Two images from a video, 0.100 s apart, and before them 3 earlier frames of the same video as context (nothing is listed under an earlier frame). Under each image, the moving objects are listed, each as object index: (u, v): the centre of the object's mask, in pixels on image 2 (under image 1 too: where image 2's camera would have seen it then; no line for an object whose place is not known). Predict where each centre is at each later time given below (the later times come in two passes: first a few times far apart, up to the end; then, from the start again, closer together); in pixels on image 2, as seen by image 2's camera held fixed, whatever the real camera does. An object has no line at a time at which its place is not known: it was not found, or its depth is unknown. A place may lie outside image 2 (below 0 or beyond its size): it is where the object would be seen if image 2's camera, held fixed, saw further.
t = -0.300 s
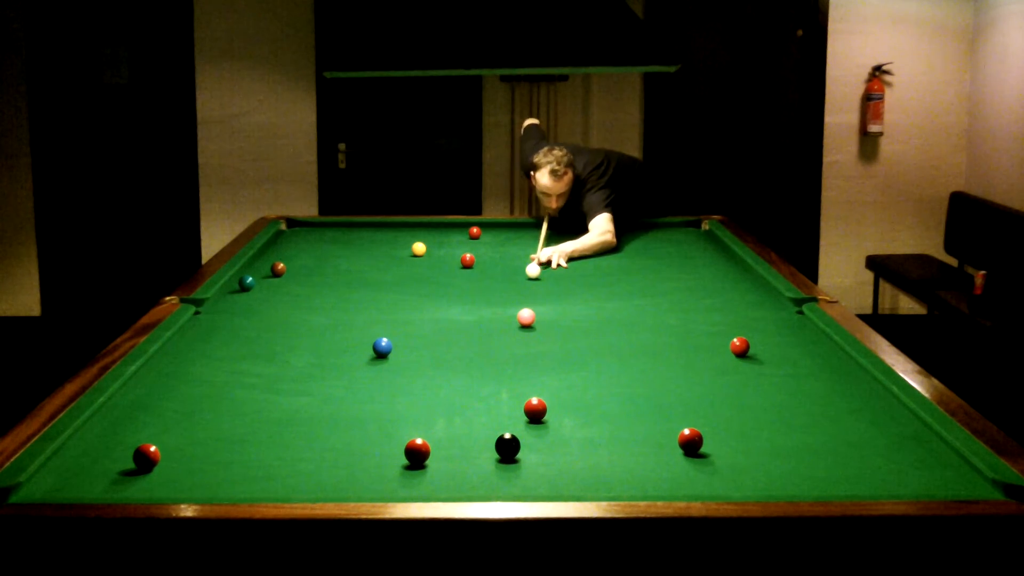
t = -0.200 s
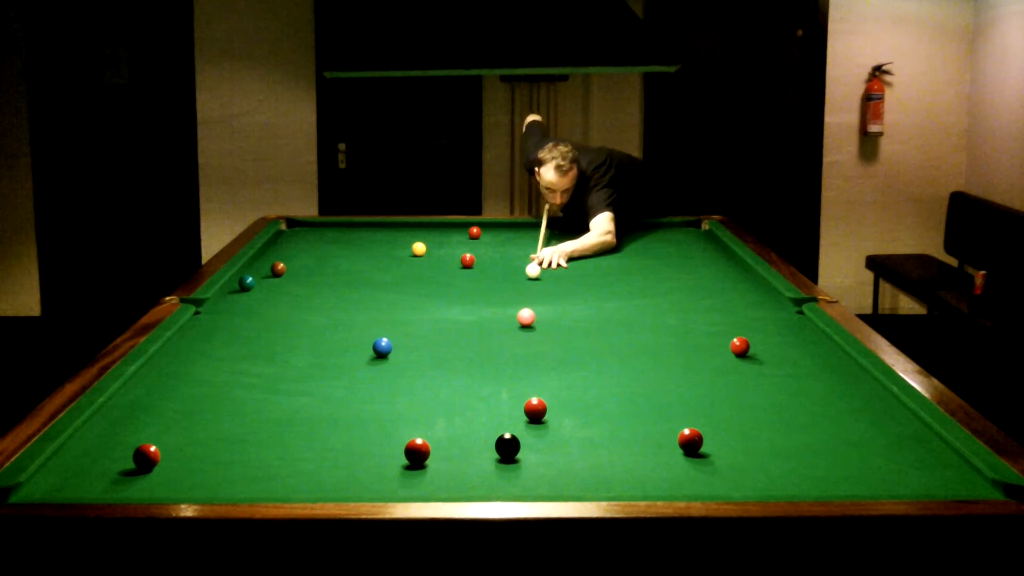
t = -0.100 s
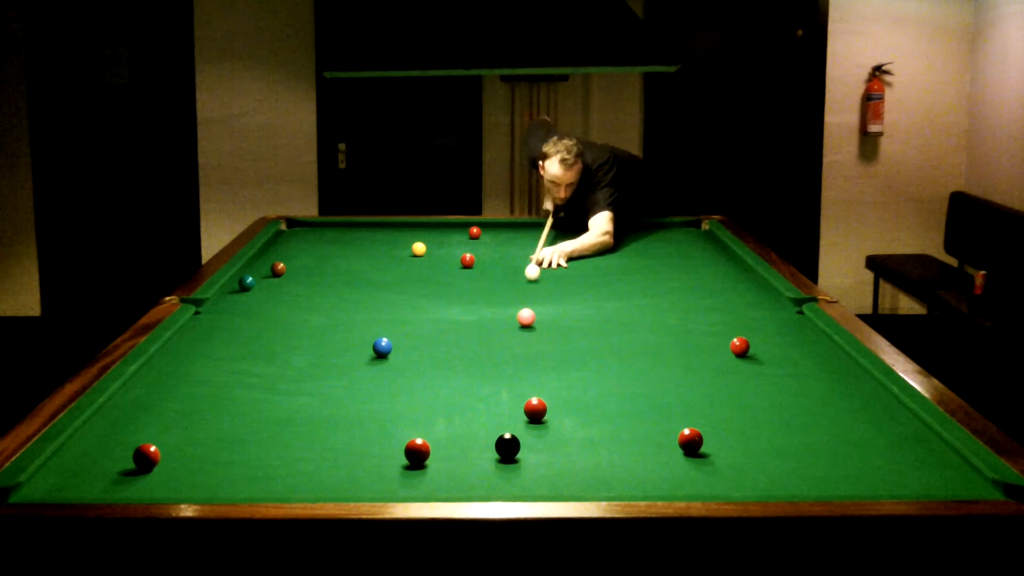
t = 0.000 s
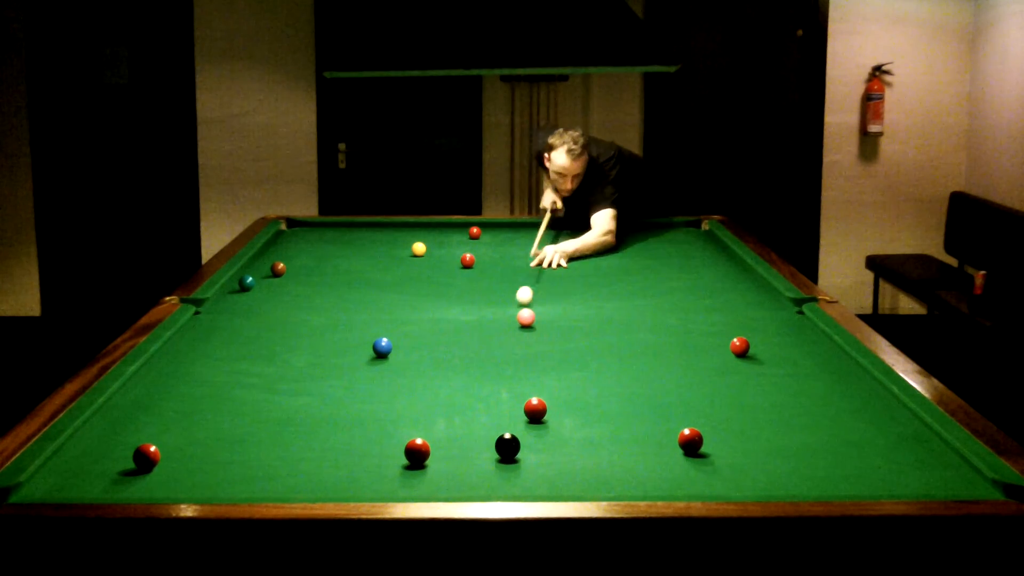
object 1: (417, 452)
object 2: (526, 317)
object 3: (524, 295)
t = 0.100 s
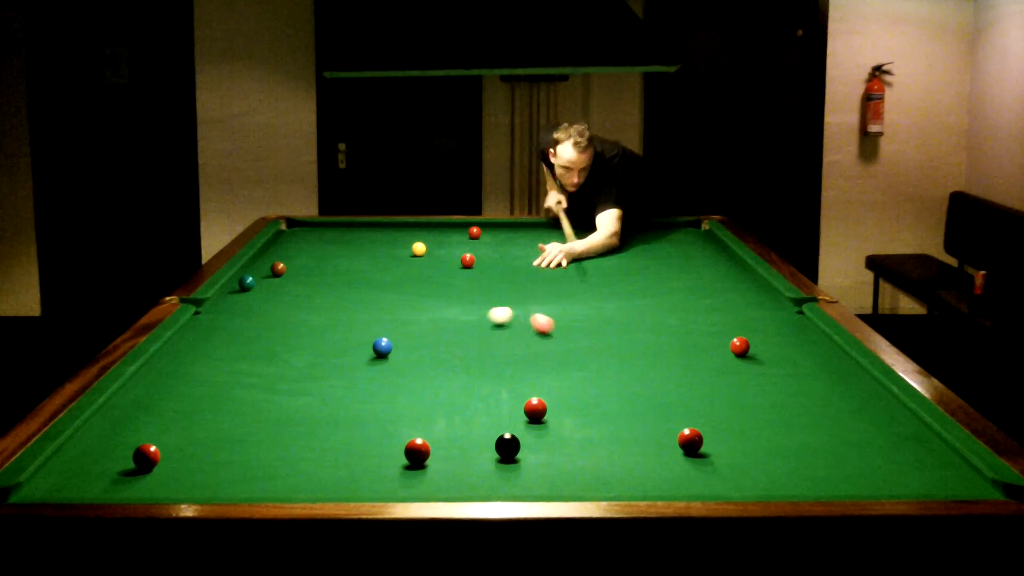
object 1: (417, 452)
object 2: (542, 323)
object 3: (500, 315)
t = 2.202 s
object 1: (397, 445)
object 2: (414, 459)
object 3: (466, 358)
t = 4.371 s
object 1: (213, 389)
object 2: (84, 488)
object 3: (771, 372)
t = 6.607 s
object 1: (171, 372)
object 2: (36, 487)
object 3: (856, 376)
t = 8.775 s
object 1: (171, 372)
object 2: (36, 487)
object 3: (856, 376)
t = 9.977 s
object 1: (171, 372)
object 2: (36, 487)
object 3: (855, 376)
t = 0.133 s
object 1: (417, 452)
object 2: (560, 330)
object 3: (481, 317)
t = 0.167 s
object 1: (417, 452)
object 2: (577, 337)
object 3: (463, 319)
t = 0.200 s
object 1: (417, 452)
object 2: (596, 344)
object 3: (445, 321)
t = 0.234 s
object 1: (417, 452)
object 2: (614, 352)
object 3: (428, 322)
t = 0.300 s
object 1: (417, 452)
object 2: (652, 366)
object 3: (397, 325)
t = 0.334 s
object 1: (417, 452)
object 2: (671, 374)
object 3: (381, 327)
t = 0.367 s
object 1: (417, 452)
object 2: (691, 382)
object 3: (366, 328)
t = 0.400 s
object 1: (417, 452)
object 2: (711, 390)
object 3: (351, 330)
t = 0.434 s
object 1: (417, 452)
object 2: (731, 398)
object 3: (335, 331)
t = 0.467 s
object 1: (417, 452)
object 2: (752, 406)
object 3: (320, 333)
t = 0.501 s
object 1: (417, 452)
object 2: (773, 415)
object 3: (305, 334)
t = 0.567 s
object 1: (417, 452)
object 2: (819, 433)
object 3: (273, 337)
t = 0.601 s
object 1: (417, 452)
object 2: (844, 443)
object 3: (257, 339)
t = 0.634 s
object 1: (417, 452)
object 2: (870, 453)
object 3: (241, 340)
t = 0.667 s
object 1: (417, 452)
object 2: (897, 464)
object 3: (225, 341)
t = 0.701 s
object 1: (417, 452)
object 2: (925, 475)
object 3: (209, 343)
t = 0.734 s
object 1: (417, 452)
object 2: (954, 483)
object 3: (192, 345)
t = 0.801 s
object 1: (417, 452)
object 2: (993, 485)
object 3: (175, 347)
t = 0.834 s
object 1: (417, 452)
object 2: (974, 484)
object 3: (186, 347)
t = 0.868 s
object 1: (417, 452)
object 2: (954, 482)
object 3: (197, 347)
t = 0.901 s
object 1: (417, 452)
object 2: (937, 482)
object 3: (206, 348)
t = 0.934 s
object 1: (417, 452)
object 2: (921, 481)
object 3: (215, 348)
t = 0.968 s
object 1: (417, 452)
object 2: (905, 481)
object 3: (223, 348)
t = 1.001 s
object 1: (417, 452)
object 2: (889, 481)
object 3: (230, 348)
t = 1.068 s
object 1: (417, 452)
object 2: (857, 480)
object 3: (244, 349)
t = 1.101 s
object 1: (417, 452)
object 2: (842, 479)
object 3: (251, 350)
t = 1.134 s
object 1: (417, 452)
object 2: (827, 478)
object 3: (258, 350)
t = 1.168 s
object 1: (417, 452)
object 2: (811, 477)
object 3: (265, 350)
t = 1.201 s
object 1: (417, 452)
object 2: (796, 477)
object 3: (272, 350)
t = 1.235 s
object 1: (417, 452)
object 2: (781, 476)
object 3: (279, 351)
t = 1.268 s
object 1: (417, 452)
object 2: (766, 475)
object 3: (286, 351)
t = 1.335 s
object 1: (417, 452)
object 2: (737, 473)
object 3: (299, 351)
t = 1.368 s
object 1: (417, 452)
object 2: (722, 473)
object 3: (306, 352)
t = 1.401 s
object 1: (417, 452)
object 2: (708, 472)
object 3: (313, 352)
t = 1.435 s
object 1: (417, 452)
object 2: (693, 471)
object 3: (320, 352)
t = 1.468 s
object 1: (417, 452)
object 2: (679, 470)
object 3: (326, 353)
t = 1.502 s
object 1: (417, 452)
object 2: (665, 469)
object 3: (333, 353)
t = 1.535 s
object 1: (417, 452)
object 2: (651, 468)
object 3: (340, 353)
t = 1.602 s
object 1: (417, 452)
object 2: (623, 467)
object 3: (353, 354)
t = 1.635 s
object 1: (417, 452)
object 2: (609, 466)
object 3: (359, 354)
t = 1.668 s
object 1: (417, 452)
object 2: (596, 465)
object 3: (366, 355)
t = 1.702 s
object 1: (417, 452)
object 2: (582, 465)
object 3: (372, 355)
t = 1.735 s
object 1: (417, 452)
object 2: (569, 464)
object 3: (379, 355)
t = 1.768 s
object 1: (417, 452)
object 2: (555, 463)
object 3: (385, 355)
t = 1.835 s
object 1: (417, 452)
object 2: (529, 461)
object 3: (398, 356)
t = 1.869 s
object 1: (417, 452)
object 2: (516, 460)
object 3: (404, 356)
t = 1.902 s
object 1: (417, 452)
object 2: (504, 459)
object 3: (410, 356)
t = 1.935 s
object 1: (417, 452)
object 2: (491, 459)
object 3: (417, 357)
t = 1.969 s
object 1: (417, 452)
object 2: (478, 458)
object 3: (423, 357)
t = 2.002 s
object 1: (417, 452)
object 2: (466, 457)
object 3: (429, 357)
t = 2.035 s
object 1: (417, 452)
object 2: (454, 456)
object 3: (435, 357)
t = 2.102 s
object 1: (412, 451)
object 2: (432, 457)
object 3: (447, 358)
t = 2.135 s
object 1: (406, 448)
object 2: (427, 458)
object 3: (453, 358)
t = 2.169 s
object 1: (401, 447)
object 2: (420, 459)
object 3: (459, 358)
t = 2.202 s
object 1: (397, 445)
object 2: (414, 459)
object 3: (466, 358)
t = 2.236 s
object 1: (393, 443)
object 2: (407, 460)
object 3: (471, 359)
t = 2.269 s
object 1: (388, 442)
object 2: (400, 461)
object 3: (477, 359)
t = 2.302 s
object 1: (384, 441)
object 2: (393, 462)
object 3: (483, 359)
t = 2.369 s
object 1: (376, 439)
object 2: (380, 464)
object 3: (495, 360)
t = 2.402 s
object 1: (372, 438)
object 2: (374, 464)
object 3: (500, 360)
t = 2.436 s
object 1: (368, 437)
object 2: (367, 466)
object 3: (506, 360)
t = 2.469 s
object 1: (364, 436)
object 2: (361, 466)
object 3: (511, 360)
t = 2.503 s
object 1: (360, 435)
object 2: (354, 467)
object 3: (517, 361)
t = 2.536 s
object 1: (356, 433)
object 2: (348, 468)
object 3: (523, 361)
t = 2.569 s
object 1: (352, 432)
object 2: (342, 469)
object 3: (528, 361)
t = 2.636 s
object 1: (344, 430)
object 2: (329, 471)
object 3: (539, 362)
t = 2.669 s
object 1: (340, 429)
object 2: (323, 472)
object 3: (545, 362)
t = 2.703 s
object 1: (337, 428)
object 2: (317, 472)
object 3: (550, 363)
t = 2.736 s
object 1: (333, 427)
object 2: (311, 473)
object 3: (556, 363)
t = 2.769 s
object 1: (330, 426)
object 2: (304, 474)
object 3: (561, 363)
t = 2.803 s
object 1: (326, 425)
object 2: (298, 475)
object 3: (566, 363)
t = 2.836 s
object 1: (323, 424)
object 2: (292, 475)
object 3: (571, 363)
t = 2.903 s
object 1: (316, 422)
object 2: (281, 476)
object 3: (582, 364)
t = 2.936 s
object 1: (313, 421)
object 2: (275, 477)
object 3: (587, 364)
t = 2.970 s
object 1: (309, 420)
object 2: (269, 478)
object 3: (592, 365)
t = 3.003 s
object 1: (306, 419)
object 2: (263, 478)
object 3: (597, 365)
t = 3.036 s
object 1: (303, 418)
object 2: (257, 480)
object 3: (602, 365)
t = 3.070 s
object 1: (300, 417)
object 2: (252, 481)
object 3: (607, 365)
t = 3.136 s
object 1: (294, 415)
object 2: (240, 482)
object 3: (617, 366)
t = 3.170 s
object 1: (291, 414)
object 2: (234, 482)
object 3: (622, 366)
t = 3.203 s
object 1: (288, 413)
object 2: (229, 482)
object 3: (627, 366)
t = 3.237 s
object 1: (285, 412)
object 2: (223, 483)
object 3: (631, 366)
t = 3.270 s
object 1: (282, 412)
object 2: (218, 483)
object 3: (636, 366)
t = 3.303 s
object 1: (279, 411)
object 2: (213, 484)
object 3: (641, 367)
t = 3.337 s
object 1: (277, 410)
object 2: (208, 484)
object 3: (645, 367)
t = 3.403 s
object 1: (271, 408)
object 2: (197, 485)
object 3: (655, 367)
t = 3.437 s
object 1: (269, 408)
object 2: (192, 485)
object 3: (659, 367)
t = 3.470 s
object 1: (267, 407)
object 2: (187, 486)
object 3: (664, 368)
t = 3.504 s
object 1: (264, 406)
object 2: (182, 486)
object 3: (668, 368)
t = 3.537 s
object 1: (262, 405)
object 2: (177, 486)
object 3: (673, 368)
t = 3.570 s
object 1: (259, 404)
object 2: (172, 487)
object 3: (677, 368)
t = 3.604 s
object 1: (257, 404)
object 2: (167, 487)
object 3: (682, 369)
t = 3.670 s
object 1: (252, 402)
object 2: (158, 487)
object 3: (691, 369)
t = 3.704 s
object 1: (250, 401)
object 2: (153, 488)
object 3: (695, 369)
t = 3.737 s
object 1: (248, 401)
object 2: (149, 488)
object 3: (699, 369)
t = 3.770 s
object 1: (245, 400)
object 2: (144, 488)
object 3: (703, 370)
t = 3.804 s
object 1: (243, 399)
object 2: (140, 488)
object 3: (707, 370)
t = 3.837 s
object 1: (241, 398)
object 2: (135, 489)
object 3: (711, 370)
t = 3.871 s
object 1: (239, 398)
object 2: (131, 489)
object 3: (715, 370)
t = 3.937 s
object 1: (235, 396)
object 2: (122, 489)
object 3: (723, 371)
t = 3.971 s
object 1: (234, 396)
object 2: (118, 489)
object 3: (727, 371)
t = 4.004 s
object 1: (232, 395)
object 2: (114, 489)
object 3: (731, 371)
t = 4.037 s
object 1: (230, 395)
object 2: (111, 489)
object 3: (735, 371)
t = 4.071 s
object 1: (228, 394)
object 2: (107, 489)
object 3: (739, 371)
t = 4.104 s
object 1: (226, 393)
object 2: (105, 489)
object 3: (742, 371)
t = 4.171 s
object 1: (223, 392)
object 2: (99, 489)
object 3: (750, 372)
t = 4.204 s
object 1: (221, 392)
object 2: (97, 489)
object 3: (754, 372)
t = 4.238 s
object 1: (219, 391)
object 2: (94, 489)
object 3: (757, 372)
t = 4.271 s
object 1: (218, 390)
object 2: (91, 489)
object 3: (760, 372)
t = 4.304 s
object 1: (216, 390)
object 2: (89, 489)
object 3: (764, 372)
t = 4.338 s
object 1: (215, 389)
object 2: (86, 488)
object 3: (767, 372)
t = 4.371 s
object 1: (213, 389)
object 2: (84, 488)
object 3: (771, 372)
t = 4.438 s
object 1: (210, 388)
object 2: (79, 488)
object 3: (777, 373)
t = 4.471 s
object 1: (209, 387)
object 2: (77, 488)
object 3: (781, 373)
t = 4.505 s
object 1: (207, 387)
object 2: (75, 488)
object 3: (784, 373)
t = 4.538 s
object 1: (206, 386)
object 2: (73, 488)
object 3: (787, 373)
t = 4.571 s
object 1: (205, 386)
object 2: (71, 488)
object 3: (790, 373)
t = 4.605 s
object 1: (203, 385)
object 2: (68, 488)
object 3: (793, 373)
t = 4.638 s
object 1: (202, 385)
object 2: (66, 488)
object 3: (796, 373)
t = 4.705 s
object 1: (200, 384)
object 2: (63, 488)
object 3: (802, 373)
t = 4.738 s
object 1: (199, 383)
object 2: (61, 488)
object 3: (805, 374)
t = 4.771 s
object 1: (197, 383)
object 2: (59, 487)
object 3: (808, 374)
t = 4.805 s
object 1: (196, 382)
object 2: (57, 487)
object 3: (810, 374)
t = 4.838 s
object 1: (195, 382)
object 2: (56, 487)
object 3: (813, 374)
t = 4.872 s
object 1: (194, 382)
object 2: (54, 487)
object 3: (816, 374)
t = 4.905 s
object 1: (193, 381)
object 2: (52, 487)
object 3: (818, 374)
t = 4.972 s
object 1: (191, 380)
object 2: (50, 487)
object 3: (823, 374)
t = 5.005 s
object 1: (190, 380)
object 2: (48, 487)
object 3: (826, 375)
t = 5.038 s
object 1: (189, 379)
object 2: (47, 487)
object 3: (828, 375)
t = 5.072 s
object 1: (188, 379)
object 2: (46, 487)
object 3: (831, 375)
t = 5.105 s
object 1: (187, 379)
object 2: (45, 487)
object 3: (833, 375)
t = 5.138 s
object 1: (186, 379)
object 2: (44, 487)
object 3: (835, 375)
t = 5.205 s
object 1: (185, 378)
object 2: (42, 487)
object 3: (840, 375)
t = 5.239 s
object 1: (184, 378)
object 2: (41, 487)
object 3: (842, 375)
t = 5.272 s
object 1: (183, 377)
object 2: (40, 487)
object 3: (844, 375)
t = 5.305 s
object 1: (183, 377)
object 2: (39, 487)
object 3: (846, 375)
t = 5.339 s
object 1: (182, 377)
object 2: (39, 487)
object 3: (848, 375)
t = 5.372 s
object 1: (181, 376)
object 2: (38, 487)
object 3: (850, 375)
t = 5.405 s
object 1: (180, 376)
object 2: (38, 487)
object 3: (852, 376)
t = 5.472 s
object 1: (179, 375)
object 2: (37, 487)
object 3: (855, 375)
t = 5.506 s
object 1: (179, 375)
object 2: (36, 487)
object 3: (857, 376)
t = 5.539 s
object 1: (178, 375)
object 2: (36, 487)
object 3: (859, 376)
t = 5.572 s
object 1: (178, 375)
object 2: (36, 487)
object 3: (860, 376)
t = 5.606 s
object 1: (178, 374)
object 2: (36, 487)
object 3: (862, 376)
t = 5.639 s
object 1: (177, 374)
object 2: (35, 487)
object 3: (863, 376)
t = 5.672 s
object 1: (177, 374)
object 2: (35, 487)
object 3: (864, 376)
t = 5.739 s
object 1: (176, 374)
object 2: (35, 487)
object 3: (863, 376)
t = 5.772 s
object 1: (176, 373)
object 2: (35, 487)
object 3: (862, 376)
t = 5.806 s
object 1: (175, 373)
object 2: (35, 487)
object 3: (862, 376)
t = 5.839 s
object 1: (175, 373)
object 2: (35, 487)
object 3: (861, 376)
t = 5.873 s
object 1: (175, 373)
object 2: (35, 487)
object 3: (860, 376)
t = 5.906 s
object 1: (174, 373)
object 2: (35, 487)
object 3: (860, 376)
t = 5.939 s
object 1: (174, 373)
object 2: (35, 487)
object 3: (859, 376)
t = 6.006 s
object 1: (173, 373)
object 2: (36, 487)
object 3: (858, 376)
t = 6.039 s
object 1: (173, 373)
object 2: (36, 487)
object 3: (858, 376)
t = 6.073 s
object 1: (173, 372)
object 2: (36, 487)
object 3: (858, 376)
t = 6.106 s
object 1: (172, 372)
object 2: (36, 487)
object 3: (857, 376)
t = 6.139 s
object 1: (172, 372)
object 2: (36, 487)
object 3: (857, 376)
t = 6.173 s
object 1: (172, 372)
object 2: (36, 487)
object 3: (857, 376)
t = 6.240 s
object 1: (172, 372)
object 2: (36, 487)
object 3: (857, 376)
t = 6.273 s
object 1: (172, 372)
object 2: (36, 487)
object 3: (856, 376)
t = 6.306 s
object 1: (171, 372)
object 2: (36, 487)
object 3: (856, 376)
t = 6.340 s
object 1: (172, 372)
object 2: (36, 487)
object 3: (856, 376)
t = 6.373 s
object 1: (171, 372)
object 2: (36, 487)
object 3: (856, 376)
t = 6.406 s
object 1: (171, 372)
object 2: (36, 487)
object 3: (856, 376)
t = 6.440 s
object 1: (171, 372)
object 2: (36, 487)
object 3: (856, 376)
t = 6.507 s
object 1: (171, 372)
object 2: (36, 487)
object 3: (856, 376)
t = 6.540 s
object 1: (171, 372)
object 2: (36, 487)
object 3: (856, 376)
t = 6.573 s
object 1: (171, 372)
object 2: (36, 487)
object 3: (856, 376)
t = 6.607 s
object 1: (171, 372)
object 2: (36, 487)
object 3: (856, 376)
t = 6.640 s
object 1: (171, 372)
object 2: (36, 487)
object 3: (856, 376)
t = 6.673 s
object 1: (171, 372)
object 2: (36, 487)
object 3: (856, 376)
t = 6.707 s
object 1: (171, 372)
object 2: (36, 487)
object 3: (856, 376)
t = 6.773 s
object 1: (171, 372)
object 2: (36, 487)
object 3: (856, 376)
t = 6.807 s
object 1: (171, 372)
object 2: (36, 487)
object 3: (856, 376)
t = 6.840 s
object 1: (171, 372)
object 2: (36, 487)
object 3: (856, 376)
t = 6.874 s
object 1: (171, 372)
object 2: (36, 487)
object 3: (856, 376)
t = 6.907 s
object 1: (171, 372)
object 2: (36, 487)
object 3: (856, 376)
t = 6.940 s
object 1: (171, 372)
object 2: (36, 487)
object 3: (856, 376)
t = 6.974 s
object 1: (171, 372)
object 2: (36, 487)
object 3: (856, 376)
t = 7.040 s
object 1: (171, 372)
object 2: (36, 487)
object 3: (856, 376)
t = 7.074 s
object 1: (171, 372)
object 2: (36, 487)
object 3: (856, 376)
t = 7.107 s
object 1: (171, 372)
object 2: (36, 487)
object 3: (856, 376)
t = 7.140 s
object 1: (171, 372)
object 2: (36, 487)
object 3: (856, 376)
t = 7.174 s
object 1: (171, 372)
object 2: (36, 487)
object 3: (856, 376)
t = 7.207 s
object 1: (171, 372)
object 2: (36, 487)
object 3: (856, 376)
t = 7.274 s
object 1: (171, 372)
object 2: (36, 487)
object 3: (856, 376)
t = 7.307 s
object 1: (171, 372)
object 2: (36, 487)
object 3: (856, 376)
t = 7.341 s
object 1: (171, 372)
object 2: (36, 487)
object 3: (856, 376)
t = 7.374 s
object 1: (171, 372)
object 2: (36, 487)
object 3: (856, 376)
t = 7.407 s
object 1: (171, 372)
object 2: (36, 487)
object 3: (856, 376)
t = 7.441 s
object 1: (171, 372)
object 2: (36, 487)
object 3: (856, 376)
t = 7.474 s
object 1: (171, 372)
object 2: (36, 487)
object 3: (856, 376)
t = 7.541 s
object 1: (171, 372)
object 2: (36, 487)
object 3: (856, 376)
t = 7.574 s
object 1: (171, 372)
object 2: (36, 487)
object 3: (856, 376)
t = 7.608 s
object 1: (171, 372)
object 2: (36, 487)
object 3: (856, 376)
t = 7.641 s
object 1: (171, 372)
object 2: (36, 487)
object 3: (856, 376)
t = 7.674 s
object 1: (171, 372)
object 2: (36, 487)
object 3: (856, 376)
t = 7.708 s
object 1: (171, 372)
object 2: (36, 487)
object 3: (856, 376)
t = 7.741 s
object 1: (171, 372)
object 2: (36, 487)
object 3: (856, 376)
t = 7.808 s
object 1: (171, 372)
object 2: (36, 487)
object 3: (856, 376)
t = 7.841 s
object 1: (171, 372)
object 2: (36, 487)
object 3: (856, 376)
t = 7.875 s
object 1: (171, 372)
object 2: (36, 487)
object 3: (856, 376)
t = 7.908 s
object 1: (171, 372)
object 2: (36, 487)
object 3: (856, 376)
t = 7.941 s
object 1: (171, 372)
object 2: (36, 487)
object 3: (856, 376)
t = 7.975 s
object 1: (171, 372)
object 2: (36, 487)
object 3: (856, 376)
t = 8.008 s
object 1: (171, 372)
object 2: (36, 487)
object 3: (856, 376)
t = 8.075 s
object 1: (171, 372)
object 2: (36, 487)
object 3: (856, 376)
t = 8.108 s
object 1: (171, 372)
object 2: (36, 487)
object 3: (856, 376)
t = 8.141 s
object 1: (171, 372)
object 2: (36, 487)
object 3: (856, 376)
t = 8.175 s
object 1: (171, 372)
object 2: (36, 487)
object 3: (856, 376)
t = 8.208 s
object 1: (171, 372)
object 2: (36, 487)
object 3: (856, 376)
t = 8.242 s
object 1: (171, 372)
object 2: (36, 487)
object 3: (856, 376)
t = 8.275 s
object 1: (171, 372)
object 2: (36, 487)
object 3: (856, 376)
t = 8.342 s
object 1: (171, 372)
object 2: (36, 487)
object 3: (856, 376)
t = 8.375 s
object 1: (171, 372)
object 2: (36, 487)
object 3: (856, 376)
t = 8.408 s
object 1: (171, 372)
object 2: (36, 487)
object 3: (856, 376)
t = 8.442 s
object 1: (171, 372)
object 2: (36, 487)
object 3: (856, 376)
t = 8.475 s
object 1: (171, 372)
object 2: (36, 487)
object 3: (856, 376)
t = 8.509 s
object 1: (171, 372)
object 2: (36, 487)
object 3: (856, 376)
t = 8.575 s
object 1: (171, 372)
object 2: (36, 487)
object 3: (856, 376)
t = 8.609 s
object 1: (171, 372)
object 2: (36, 487)
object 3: (856, 376)
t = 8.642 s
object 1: (171, 372)
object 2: (36, 487)
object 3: (856, 376)
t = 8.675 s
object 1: (171, 372)
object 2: (36, 487)
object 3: (856, 376)
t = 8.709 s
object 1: (171, 372)
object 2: (36, 487)
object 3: (856, 376)
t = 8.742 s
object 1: (171, 372)
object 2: (36, 487)
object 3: (856, 376)
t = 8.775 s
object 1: (171, 372)
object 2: (36, 487)
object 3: (856, 376)
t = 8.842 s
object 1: (171, 372)
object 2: (36, 487)
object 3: (856, 376)
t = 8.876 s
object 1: (171, 372)
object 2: (36, 487)
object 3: (856, 376)
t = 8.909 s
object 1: (171, 372)
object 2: (36, 487)
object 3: (856, 376)
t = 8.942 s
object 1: (171, 372)
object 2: (36, 487)
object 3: (856, 376)
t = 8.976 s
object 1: (171, 372)
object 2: (36, 487)
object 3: (856, 376)
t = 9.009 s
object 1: (171, 372)
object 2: (36, 487)
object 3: (856, 376)
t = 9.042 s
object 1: (171, 372)
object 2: (36, 487)
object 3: (856, 376)
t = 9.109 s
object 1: (171, 372)
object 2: (36, 487)
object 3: (856, 376)
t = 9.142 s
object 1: (171, 372)
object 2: (36, 487)
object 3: (856, 376)
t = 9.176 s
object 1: (171, 372)
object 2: (36, 487)
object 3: (856, 376)
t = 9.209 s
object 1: (171, 372)
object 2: (36, 487)
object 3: (856, 376)
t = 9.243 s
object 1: (171, 372)
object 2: (36, 487)
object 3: (856, 376)
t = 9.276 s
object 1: (171, 372)
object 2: (36, 487)
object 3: (856, 376)
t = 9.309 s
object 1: (171, 372)
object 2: (36, 487)
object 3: (856, 376)
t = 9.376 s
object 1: (171, 372)
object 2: (36, 487)
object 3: (856, 376)
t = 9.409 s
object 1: (171, 372)
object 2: (36, 487)
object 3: (856, 376)
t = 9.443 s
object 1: (171, 372)
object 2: (36, 487)
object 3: (856, 376)
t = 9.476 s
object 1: (171, 372)
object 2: (36, 487)
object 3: (855, 376)
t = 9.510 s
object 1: (171, 372)
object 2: (36, 487)
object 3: (855, 376)
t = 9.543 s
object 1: (171, 372)
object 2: (36, 487)
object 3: (855, 376)
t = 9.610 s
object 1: (171, 372)
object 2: (36, 487)
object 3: (855, 376)
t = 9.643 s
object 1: (171, 372)
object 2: (36, 487)
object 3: (855, 376)
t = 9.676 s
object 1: (171, 372)
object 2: (36, 487)
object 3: (855, 376)
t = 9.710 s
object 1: (171, 372)
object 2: (36, 487)
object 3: (855, 376)
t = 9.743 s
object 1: (171, 372)
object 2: (36, 487)
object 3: (855, 376)
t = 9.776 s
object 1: (171, 372)
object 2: (36, 487)
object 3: (855, 376)
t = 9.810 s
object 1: (171, 372)
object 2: (36, 487)
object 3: (855, 376)
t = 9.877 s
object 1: (171, 372)
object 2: (36, 487)
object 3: (855, 376)
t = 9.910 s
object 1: (171, 372)
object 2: (36, 487)
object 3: (855, 376)
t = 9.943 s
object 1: (171, 372)
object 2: (36, 487)
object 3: (855, 376)
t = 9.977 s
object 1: (171, 372)
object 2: (36, 487)
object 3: (855, 376)
